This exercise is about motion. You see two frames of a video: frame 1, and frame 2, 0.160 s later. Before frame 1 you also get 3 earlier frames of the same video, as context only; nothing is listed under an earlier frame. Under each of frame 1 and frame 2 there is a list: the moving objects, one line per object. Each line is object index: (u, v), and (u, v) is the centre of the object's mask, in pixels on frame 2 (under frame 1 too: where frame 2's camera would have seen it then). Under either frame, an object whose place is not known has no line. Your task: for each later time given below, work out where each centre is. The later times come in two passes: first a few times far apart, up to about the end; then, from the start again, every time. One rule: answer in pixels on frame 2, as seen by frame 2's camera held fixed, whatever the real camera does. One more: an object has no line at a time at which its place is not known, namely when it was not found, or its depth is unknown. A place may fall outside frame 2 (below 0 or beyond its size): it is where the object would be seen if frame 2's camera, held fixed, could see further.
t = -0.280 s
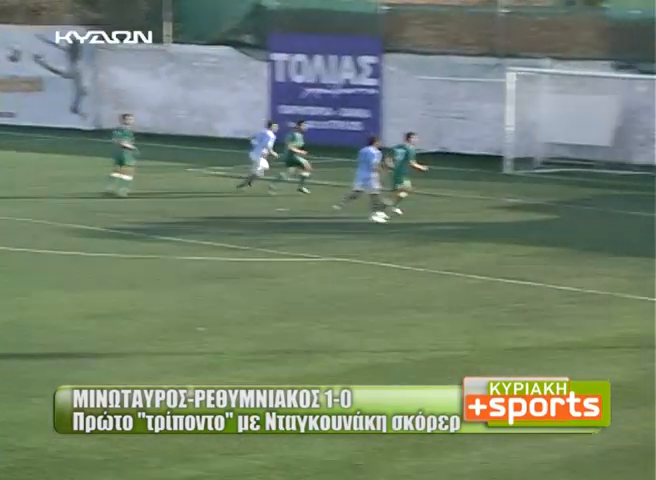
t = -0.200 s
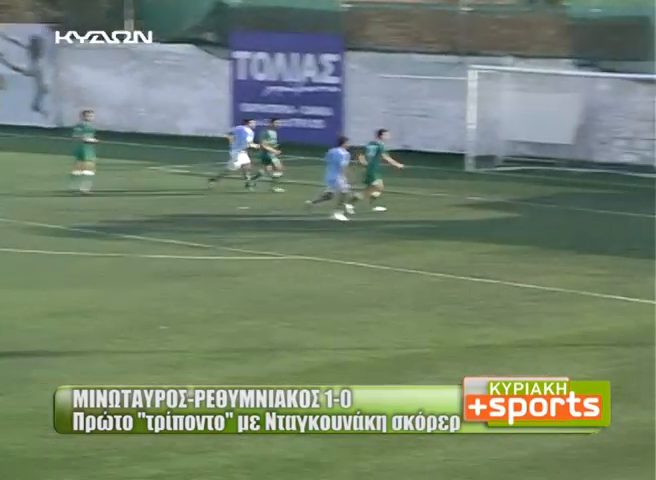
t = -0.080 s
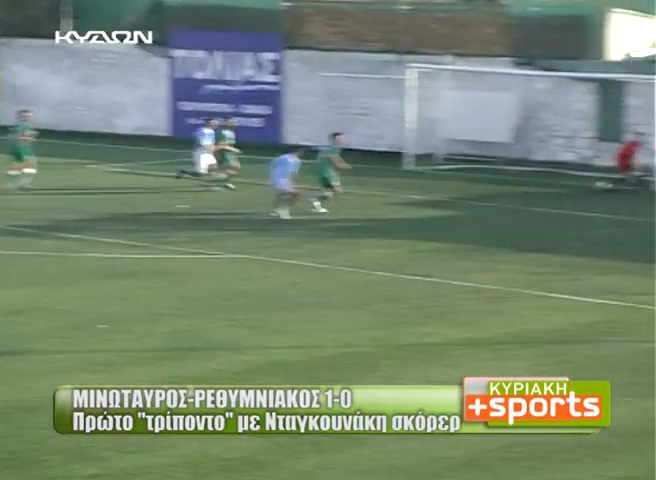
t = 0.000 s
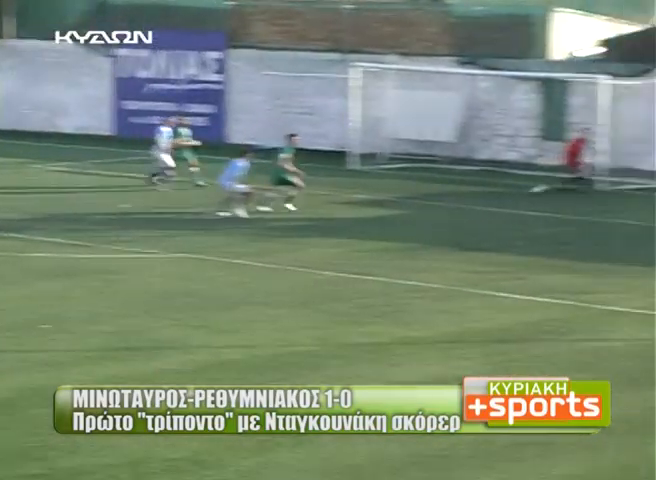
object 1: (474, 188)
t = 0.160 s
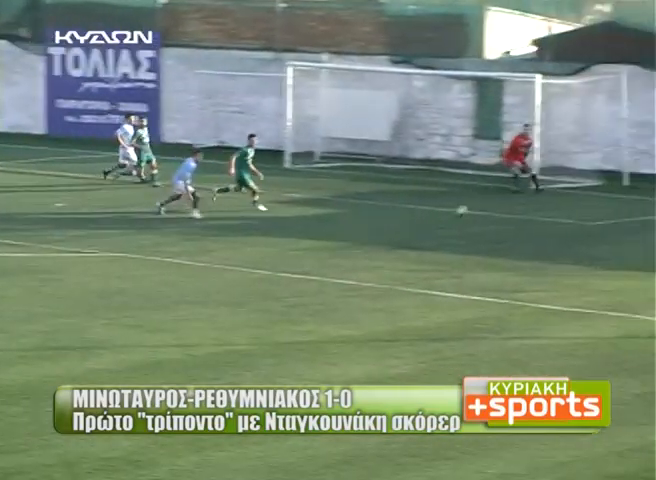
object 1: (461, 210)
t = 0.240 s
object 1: (453, 225)
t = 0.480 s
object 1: (435, 224)
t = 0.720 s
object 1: (418, 245)
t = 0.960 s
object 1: (401, 261)
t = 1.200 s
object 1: (386, 274)
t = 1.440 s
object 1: (371, 286)
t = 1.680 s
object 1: (358, 299)
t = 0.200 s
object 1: (457, 219)
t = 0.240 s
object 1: (453, 225)
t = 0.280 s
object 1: (451, 223)
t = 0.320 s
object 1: (447, 221)
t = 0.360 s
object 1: (445, 220)
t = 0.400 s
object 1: (441, 220)
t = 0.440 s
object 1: (438, 221)
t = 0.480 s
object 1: (435, 224)
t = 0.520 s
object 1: (432, 227)
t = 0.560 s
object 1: (430, 231)
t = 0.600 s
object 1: (427, 236)
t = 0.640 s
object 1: (424, 243)
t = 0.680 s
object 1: (421, 246)
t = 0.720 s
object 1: (418, 245)
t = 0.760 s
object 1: (416, 246)
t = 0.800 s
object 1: (413, 246)
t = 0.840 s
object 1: (410, 249)
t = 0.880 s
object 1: (407, 252)
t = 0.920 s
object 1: (405, 257)
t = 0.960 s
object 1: (401, 261)
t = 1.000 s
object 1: (400, 261)
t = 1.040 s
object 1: (396, 262)
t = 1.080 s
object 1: (395, 264)
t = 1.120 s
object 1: (391, 266)
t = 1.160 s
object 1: (389, 270)
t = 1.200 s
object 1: (386, 274)
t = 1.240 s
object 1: (384, 274)
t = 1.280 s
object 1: (381, 275)
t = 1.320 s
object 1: (379, 277)
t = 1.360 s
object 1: (376, 280)
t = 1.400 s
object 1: (374, 285)
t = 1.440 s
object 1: (371, 286)
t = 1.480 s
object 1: (369, 287)
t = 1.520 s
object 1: (366, 289)
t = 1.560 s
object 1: (363, 292)
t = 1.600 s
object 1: (361, 296)
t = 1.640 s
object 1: (359, 298)
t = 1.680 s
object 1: (358, 299)
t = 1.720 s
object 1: (354, 300)
